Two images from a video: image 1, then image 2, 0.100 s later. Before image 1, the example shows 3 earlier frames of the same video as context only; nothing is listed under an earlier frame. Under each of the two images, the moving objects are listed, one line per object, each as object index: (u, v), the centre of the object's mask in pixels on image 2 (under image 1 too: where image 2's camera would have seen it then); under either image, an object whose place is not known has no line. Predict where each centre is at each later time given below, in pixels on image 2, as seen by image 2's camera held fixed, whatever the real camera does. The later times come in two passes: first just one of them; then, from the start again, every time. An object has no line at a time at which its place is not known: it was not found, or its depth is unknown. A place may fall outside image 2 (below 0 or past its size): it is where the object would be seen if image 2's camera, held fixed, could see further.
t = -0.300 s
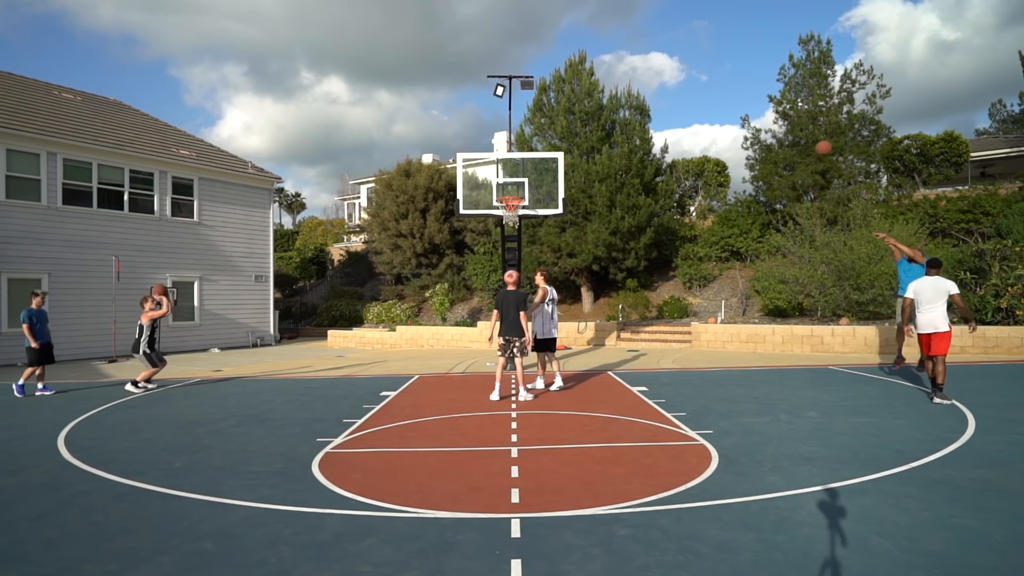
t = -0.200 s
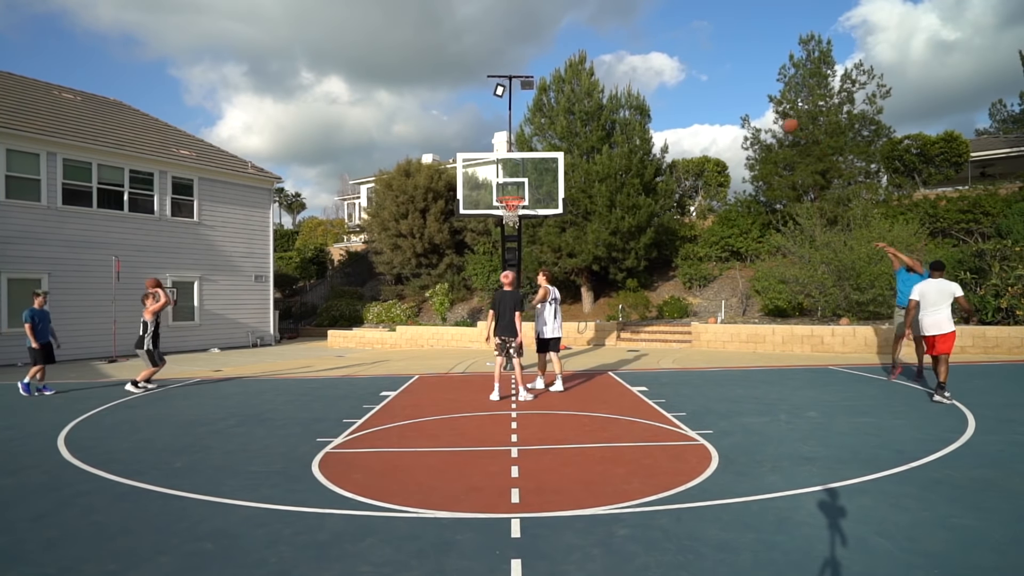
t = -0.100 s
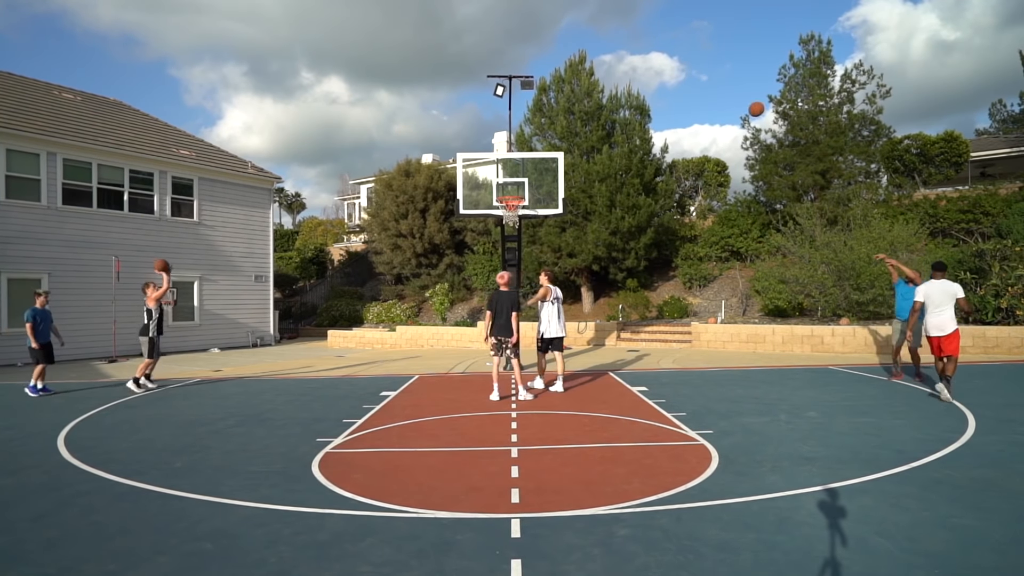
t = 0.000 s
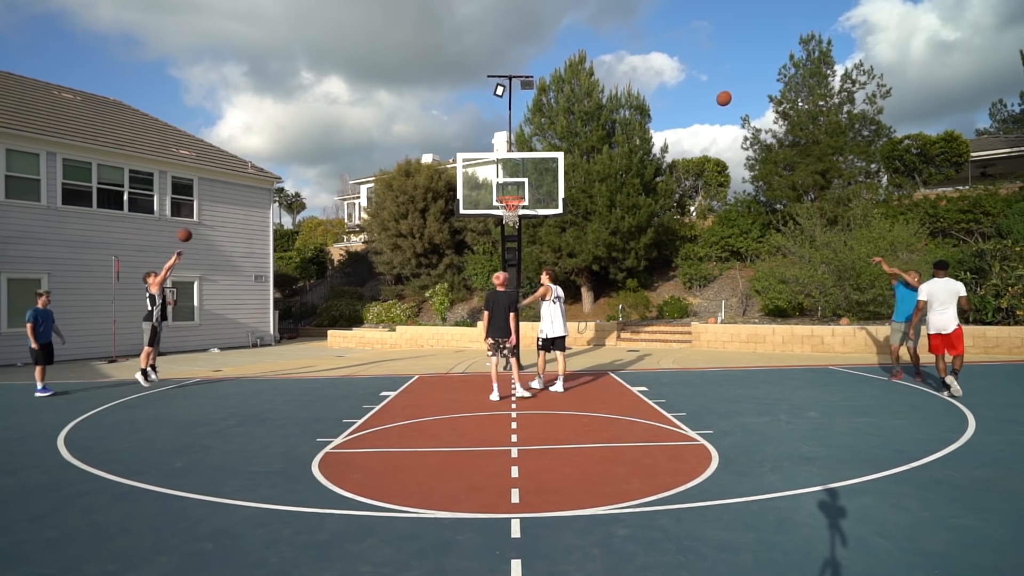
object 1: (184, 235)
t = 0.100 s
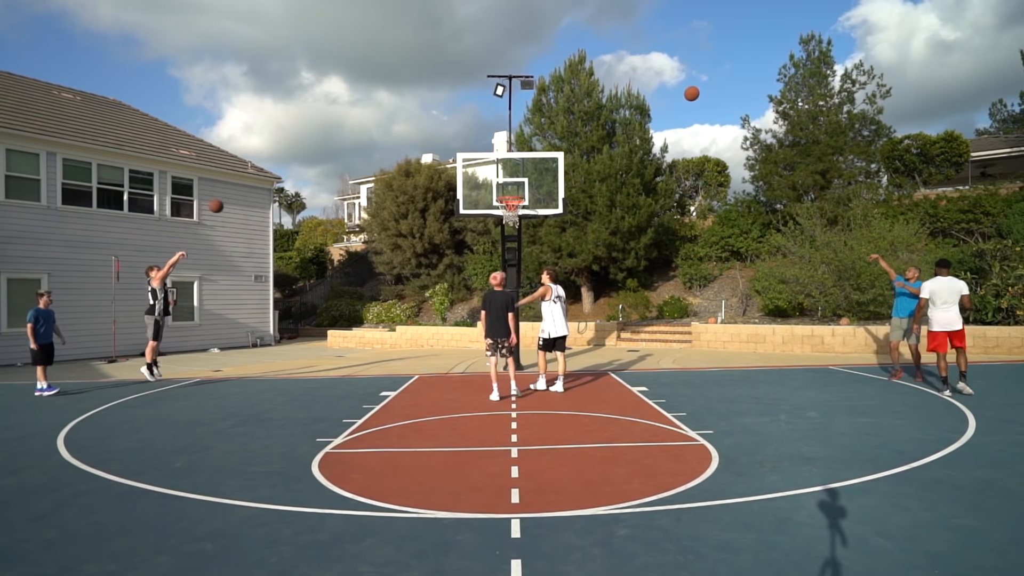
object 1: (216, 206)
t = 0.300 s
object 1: (279, 164)
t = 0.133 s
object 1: (226, 197)
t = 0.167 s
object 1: (237, 190)
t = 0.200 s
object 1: (247, 183)
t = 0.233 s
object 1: (258, 176)
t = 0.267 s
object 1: (269, 169)
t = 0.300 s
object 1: (279, 164)
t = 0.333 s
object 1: (290, 159)
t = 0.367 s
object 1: (300, 155)
